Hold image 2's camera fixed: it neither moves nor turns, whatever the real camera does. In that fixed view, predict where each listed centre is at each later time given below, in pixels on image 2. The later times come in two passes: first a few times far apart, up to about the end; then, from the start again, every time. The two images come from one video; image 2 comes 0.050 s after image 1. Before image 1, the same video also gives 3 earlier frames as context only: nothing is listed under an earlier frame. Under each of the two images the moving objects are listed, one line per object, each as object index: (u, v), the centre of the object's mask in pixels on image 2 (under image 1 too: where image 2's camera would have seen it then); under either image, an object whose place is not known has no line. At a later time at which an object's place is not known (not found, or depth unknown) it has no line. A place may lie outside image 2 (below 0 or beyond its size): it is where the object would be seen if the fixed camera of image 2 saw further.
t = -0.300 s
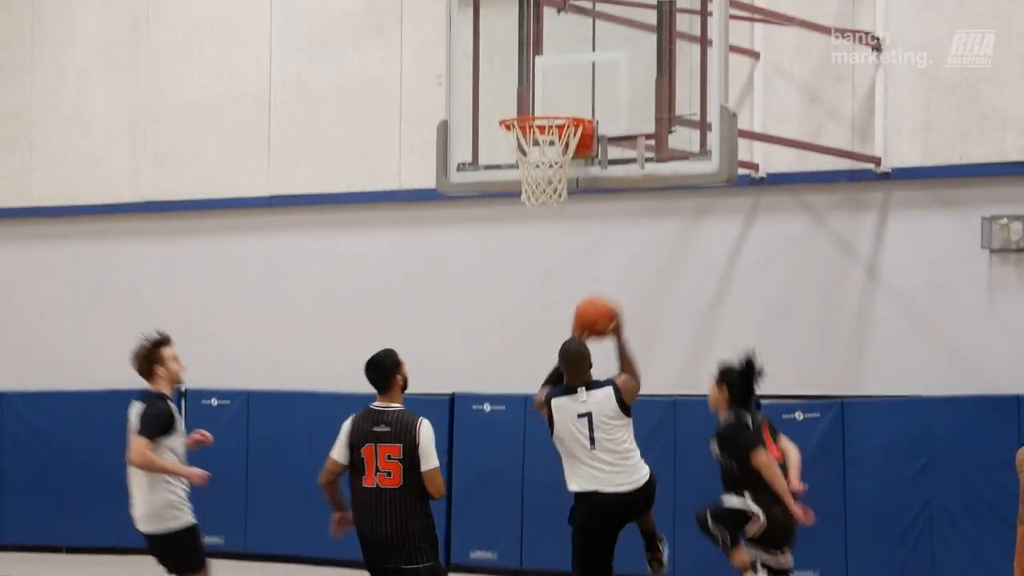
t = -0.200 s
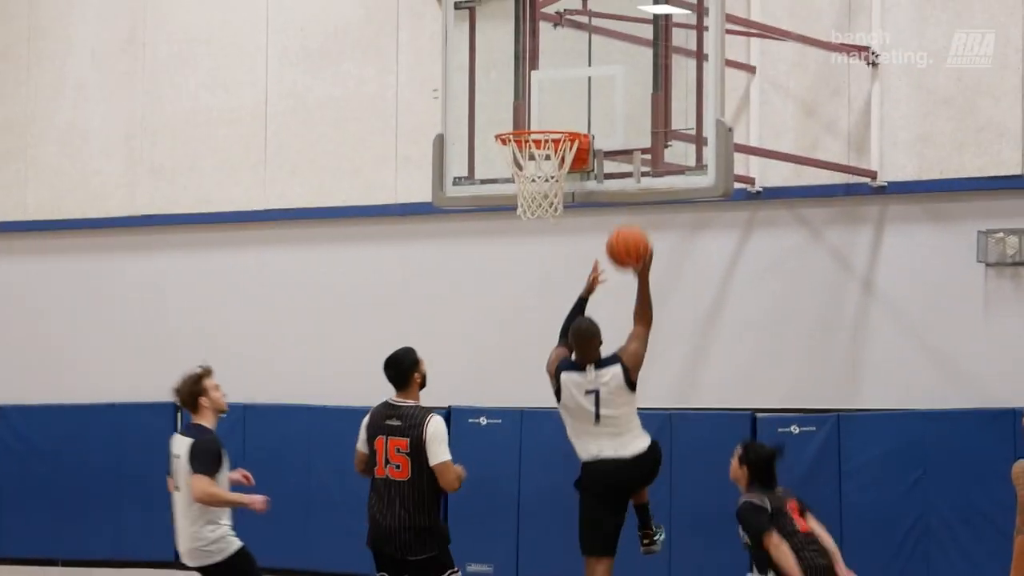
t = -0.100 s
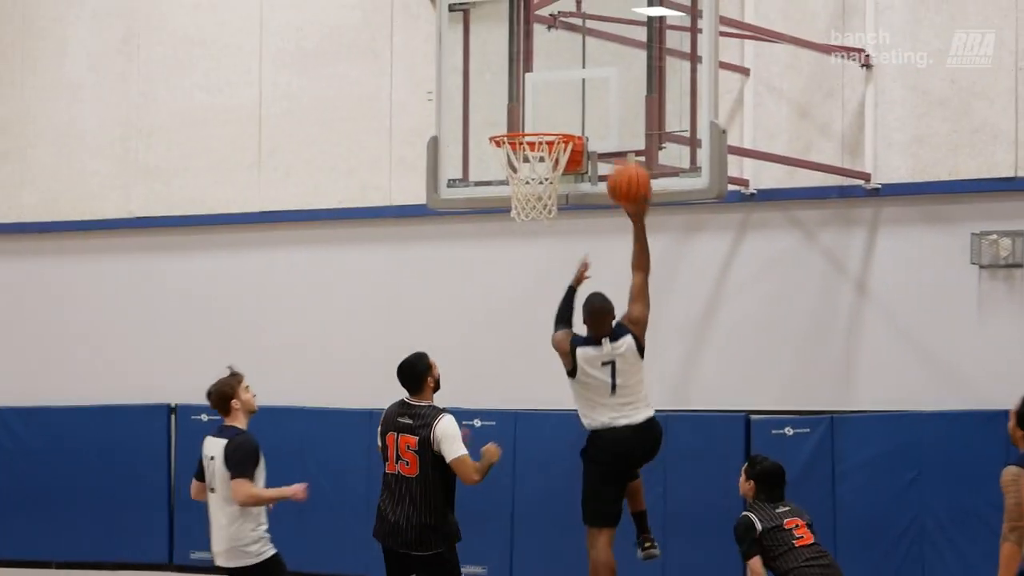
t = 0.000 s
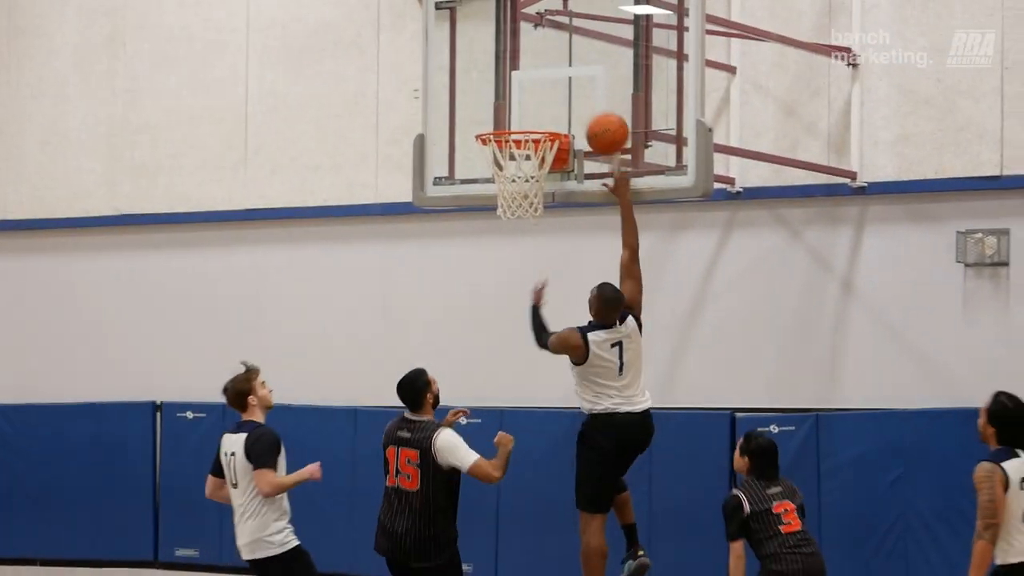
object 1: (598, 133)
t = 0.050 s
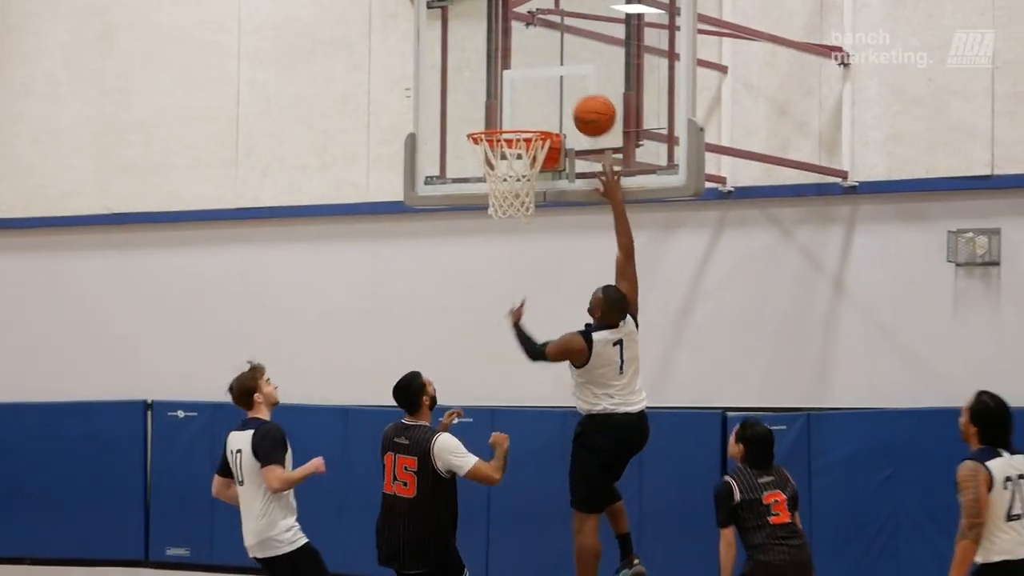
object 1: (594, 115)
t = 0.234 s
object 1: (559, 97)
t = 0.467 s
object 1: (510, 112)
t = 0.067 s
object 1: (593, 110)
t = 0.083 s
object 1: (591, 106)
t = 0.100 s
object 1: (590, 102)
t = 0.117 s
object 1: (588, 100)
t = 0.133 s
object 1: (584, 98)
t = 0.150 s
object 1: (580, 97)
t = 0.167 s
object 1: (576, 96)
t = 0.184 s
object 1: (572, 95)
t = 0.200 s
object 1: (568, 96)
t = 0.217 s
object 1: (563, 96)
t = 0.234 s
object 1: (559, 97)
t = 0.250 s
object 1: (555, 99)
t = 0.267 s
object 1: (551, 101)
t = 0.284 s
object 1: (546, 104)
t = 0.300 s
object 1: (542, 107)
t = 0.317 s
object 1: (537, 110)
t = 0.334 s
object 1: (533, 111)
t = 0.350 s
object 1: (531, 110)
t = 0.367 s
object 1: (528, 109)
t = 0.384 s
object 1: (526, 109)
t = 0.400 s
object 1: (523, 109)
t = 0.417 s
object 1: (520, 109)
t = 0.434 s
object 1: (518, 109)
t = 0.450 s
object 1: (515, 110)
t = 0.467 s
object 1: (510, 112)
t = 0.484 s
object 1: (508, 113)
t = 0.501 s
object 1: (506, 115)
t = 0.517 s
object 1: (504, 117)
